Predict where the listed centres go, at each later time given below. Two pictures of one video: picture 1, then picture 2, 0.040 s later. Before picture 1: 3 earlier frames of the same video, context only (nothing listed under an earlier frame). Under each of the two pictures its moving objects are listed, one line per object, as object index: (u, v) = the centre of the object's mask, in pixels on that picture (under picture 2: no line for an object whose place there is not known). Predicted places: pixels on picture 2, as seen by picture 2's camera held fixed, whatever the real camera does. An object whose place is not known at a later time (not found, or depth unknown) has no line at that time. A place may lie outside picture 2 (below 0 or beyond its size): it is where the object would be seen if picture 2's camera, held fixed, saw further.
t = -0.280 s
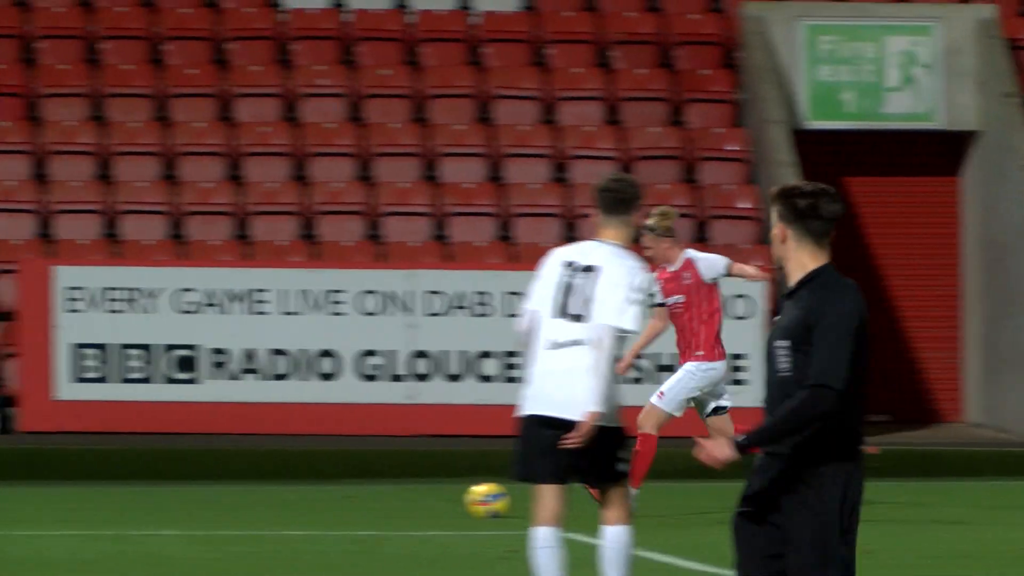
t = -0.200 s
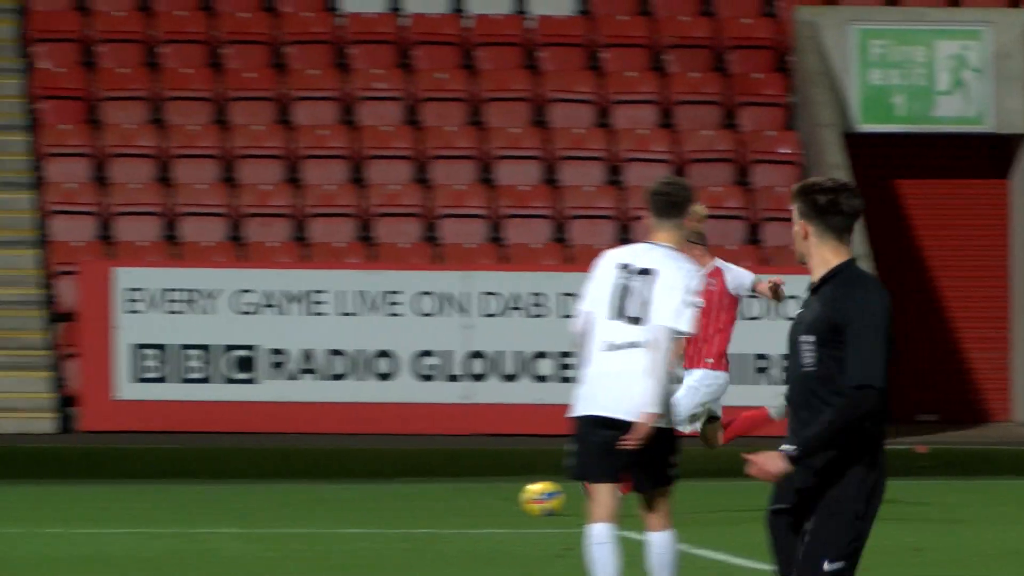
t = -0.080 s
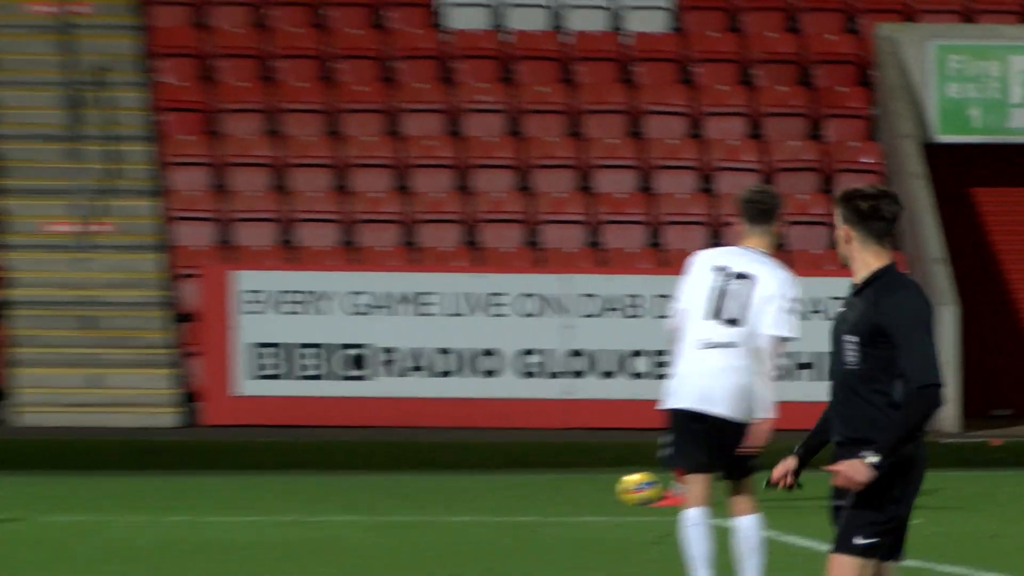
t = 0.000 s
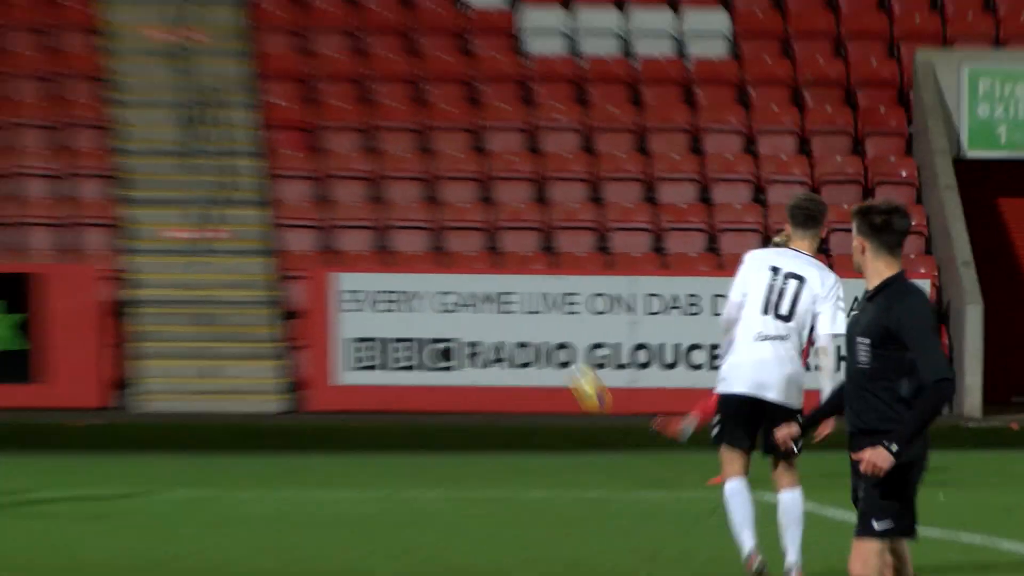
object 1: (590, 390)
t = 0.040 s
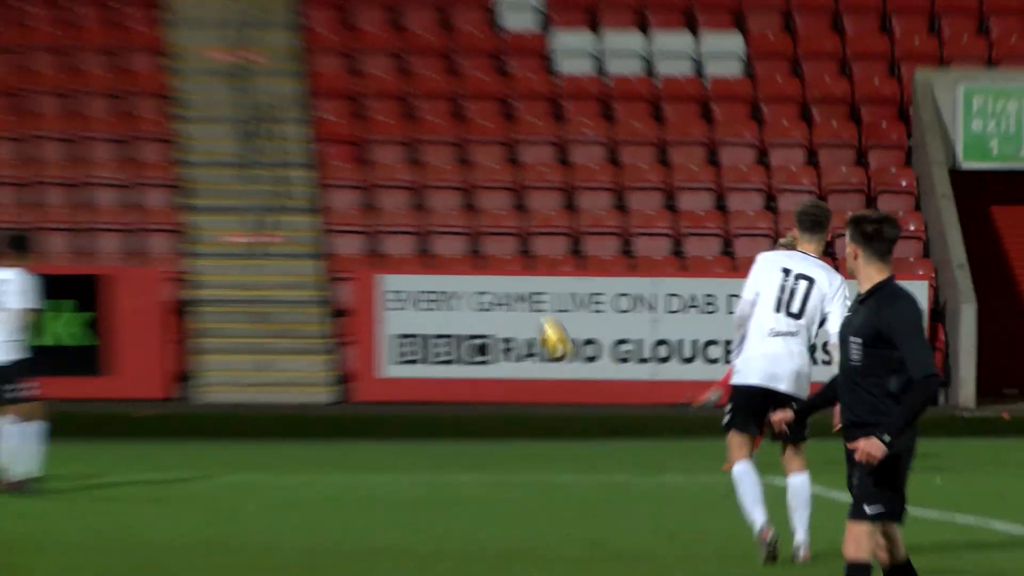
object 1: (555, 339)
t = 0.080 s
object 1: (497, 294)
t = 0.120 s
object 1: (438, 253)
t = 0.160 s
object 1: (379, 211)
